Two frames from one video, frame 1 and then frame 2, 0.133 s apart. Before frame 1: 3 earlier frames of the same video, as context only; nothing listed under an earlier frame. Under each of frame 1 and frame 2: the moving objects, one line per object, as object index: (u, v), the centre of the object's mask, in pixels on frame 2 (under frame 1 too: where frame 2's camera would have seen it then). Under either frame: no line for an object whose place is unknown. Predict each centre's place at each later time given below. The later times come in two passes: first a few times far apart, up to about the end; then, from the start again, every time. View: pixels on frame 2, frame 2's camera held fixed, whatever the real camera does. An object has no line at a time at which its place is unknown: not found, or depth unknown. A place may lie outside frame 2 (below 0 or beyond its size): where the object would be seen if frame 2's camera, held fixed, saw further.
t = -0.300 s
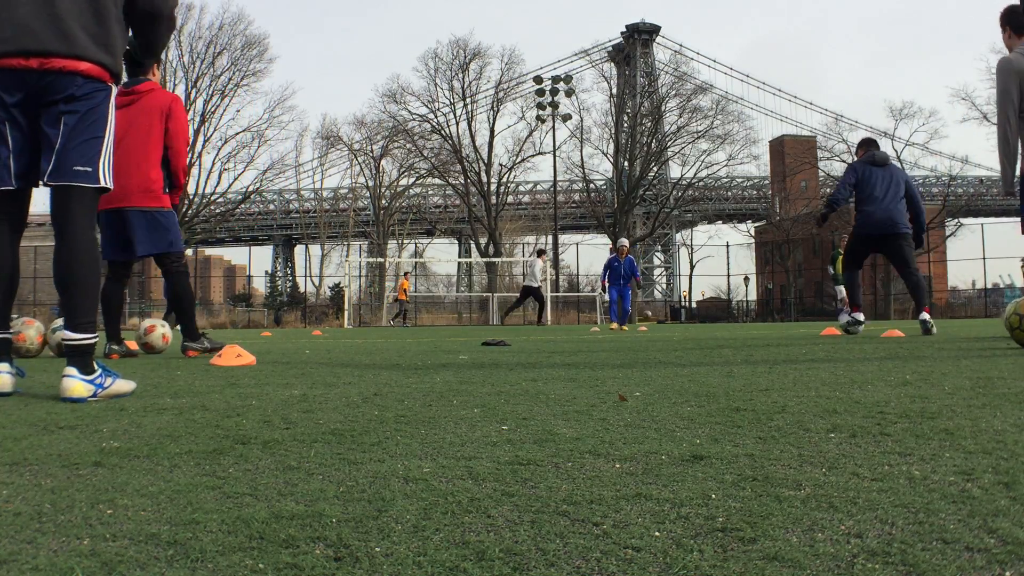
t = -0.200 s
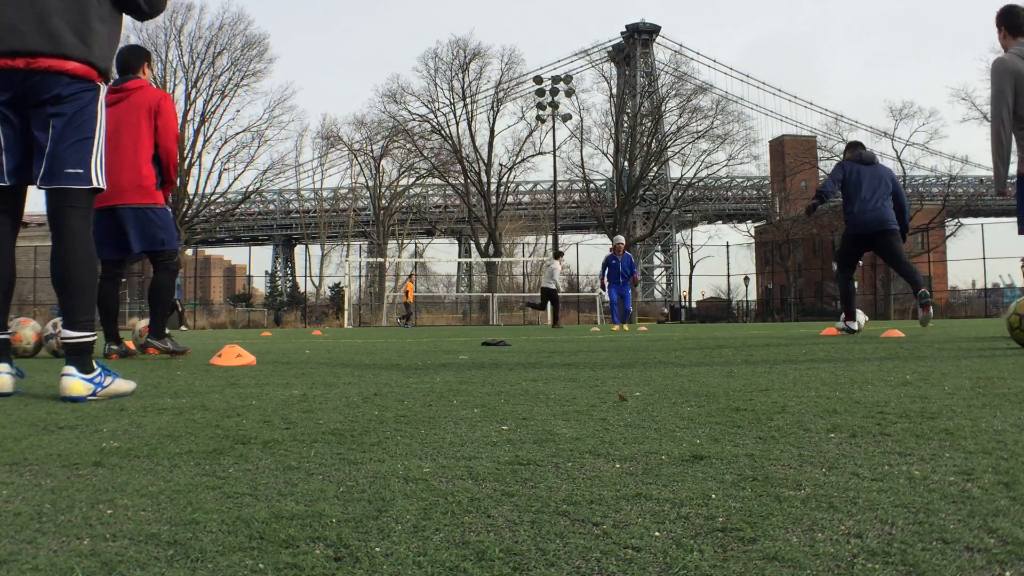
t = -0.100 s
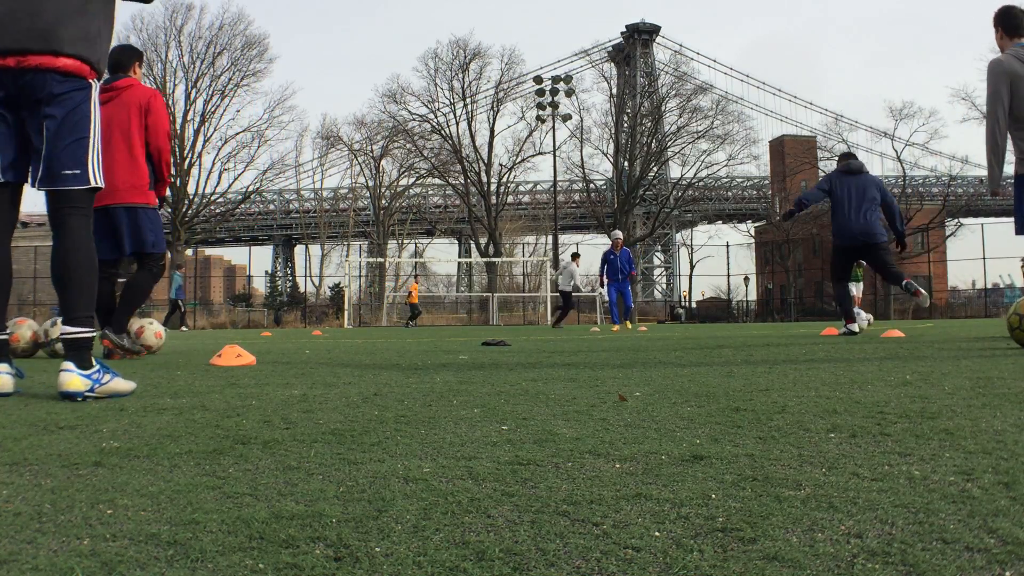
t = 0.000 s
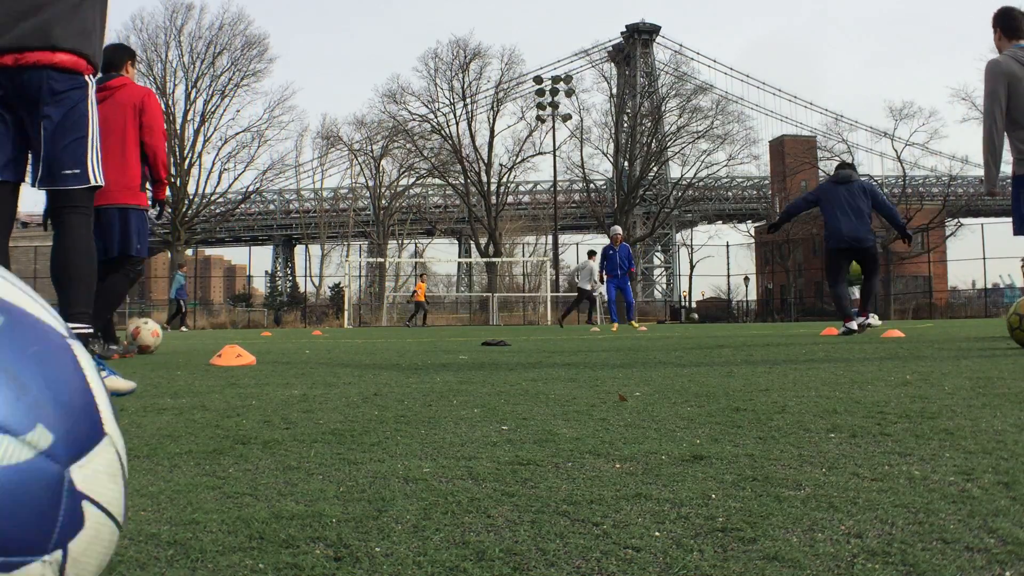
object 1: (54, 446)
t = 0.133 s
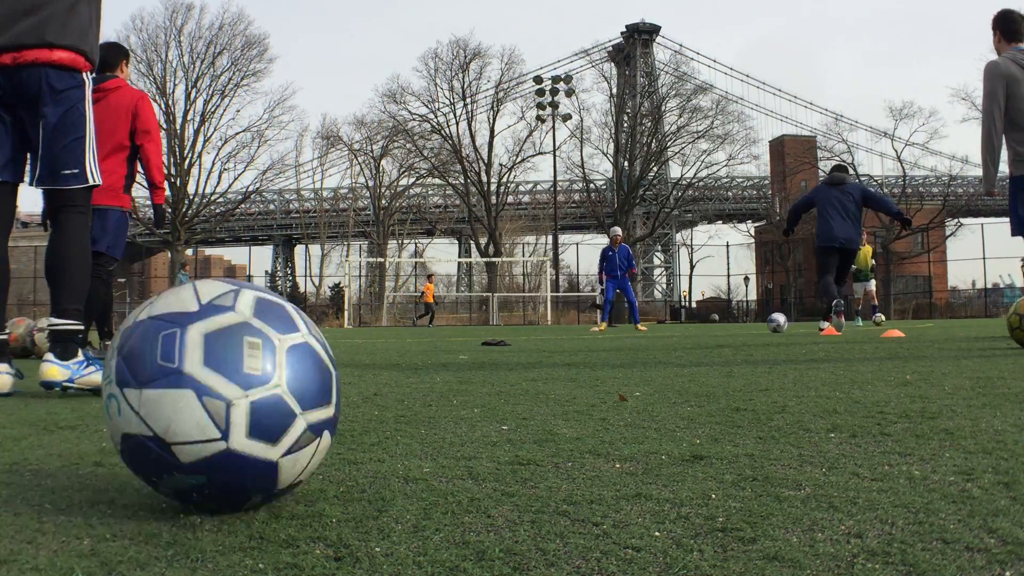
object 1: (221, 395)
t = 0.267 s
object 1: (334, 369)
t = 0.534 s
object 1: (420, 349)
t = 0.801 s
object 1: (452, 342)
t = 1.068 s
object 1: (467, 336)
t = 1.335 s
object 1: (475, 334)
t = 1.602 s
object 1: (478, 331)
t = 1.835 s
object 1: (481, 331)
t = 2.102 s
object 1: (483, 330)
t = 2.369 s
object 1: (481, 329)
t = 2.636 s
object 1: (478, 329)
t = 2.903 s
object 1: (475, 329)
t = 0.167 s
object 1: (259, 386)
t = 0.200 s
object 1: (290, 381)
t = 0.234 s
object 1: (314, 372)
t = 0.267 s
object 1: (334, 369)
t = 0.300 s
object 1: (351, 361)
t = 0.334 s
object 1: (365, 357)
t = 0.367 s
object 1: (378, 359)
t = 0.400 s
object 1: (389, 356)
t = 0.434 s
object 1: (398, 354)
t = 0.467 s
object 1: (406, 351)
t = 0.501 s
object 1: (414, 351)
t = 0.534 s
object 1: (420, 349)
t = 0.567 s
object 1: (426, 348)
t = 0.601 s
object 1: (431, 348)
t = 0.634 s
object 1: (435, 346)
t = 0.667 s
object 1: (439, 345)
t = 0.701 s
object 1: (443, 344)
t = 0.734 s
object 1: (446, 343)
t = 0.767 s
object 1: (449, 343)
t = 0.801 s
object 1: (452, 342)
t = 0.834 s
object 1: (455, 341)
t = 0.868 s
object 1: (457, 339)
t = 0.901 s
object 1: (459, 338)
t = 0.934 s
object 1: (461, 339)
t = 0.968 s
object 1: (462, 336)
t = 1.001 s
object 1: (464, 337)
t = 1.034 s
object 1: (466, 336)
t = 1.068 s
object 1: (467, 336)
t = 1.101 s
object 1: (468, 335)
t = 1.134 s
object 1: (469, 335)
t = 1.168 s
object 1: (470, 335)
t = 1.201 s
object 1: (471, 334)
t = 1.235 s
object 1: (472, 334)
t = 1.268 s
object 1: (473, 334)
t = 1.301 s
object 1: (474, 333)
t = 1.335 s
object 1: (475, 334)
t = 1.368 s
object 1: (475, 334)
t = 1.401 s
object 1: (476, 333)
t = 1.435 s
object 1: (476, 334)
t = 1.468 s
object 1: (477, 332)
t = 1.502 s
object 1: (477, 333)
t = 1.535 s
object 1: (478, 332)
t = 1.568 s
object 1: (479, 333)
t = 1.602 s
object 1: (478, 331)
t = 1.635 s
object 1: (479, 332)
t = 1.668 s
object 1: (479, 332)
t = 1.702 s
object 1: (480, 332)
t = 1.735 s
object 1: (480, 332)
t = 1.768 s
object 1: (480, 332)
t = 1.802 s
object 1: (480, 331)
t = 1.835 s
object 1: (481, 331)
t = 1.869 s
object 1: (481, 331)
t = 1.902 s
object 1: (481, 331)
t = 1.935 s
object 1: (482, 331)
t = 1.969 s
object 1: (482, 331)
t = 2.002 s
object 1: (482, 331)
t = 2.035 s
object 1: (482, 331)
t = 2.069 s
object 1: (483, 330)
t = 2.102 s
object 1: (483, 330)
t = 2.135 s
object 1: (482, 328)
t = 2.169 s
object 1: (482, 328)
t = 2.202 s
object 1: (482, 329)
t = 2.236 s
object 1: (482, 329)
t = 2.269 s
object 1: (481, 328)
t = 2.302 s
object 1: (481, 329)
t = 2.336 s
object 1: (481, 330)
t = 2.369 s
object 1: (481, 329)
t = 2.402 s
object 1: (480, 329)
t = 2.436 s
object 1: (480, 329)
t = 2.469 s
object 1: (480, 329)
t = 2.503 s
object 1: (479, 329)
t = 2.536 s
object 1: (479, 328)
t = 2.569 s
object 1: (478, 329)
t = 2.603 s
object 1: (478, 329)
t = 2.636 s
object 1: (478, 329)
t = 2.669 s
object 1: (477, 329)
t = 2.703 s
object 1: (477, 329)
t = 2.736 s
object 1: (477, 329)
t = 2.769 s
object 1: (477, 329)
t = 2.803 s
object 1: (476, 329)
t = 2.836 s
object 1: (476, 329)
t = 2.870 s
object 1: (475, 328)
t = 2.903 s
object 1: (475, 329)
